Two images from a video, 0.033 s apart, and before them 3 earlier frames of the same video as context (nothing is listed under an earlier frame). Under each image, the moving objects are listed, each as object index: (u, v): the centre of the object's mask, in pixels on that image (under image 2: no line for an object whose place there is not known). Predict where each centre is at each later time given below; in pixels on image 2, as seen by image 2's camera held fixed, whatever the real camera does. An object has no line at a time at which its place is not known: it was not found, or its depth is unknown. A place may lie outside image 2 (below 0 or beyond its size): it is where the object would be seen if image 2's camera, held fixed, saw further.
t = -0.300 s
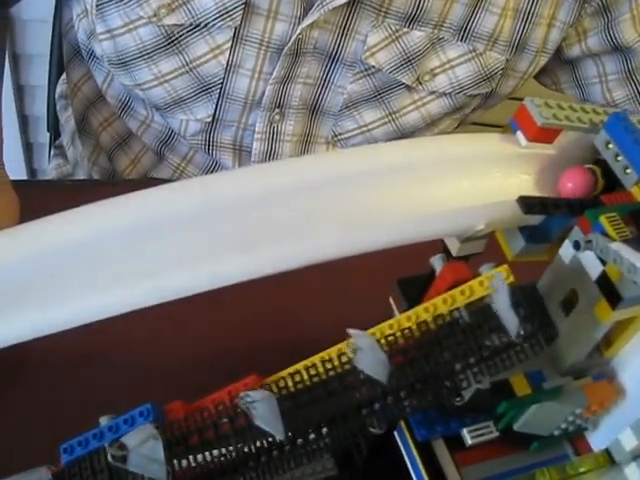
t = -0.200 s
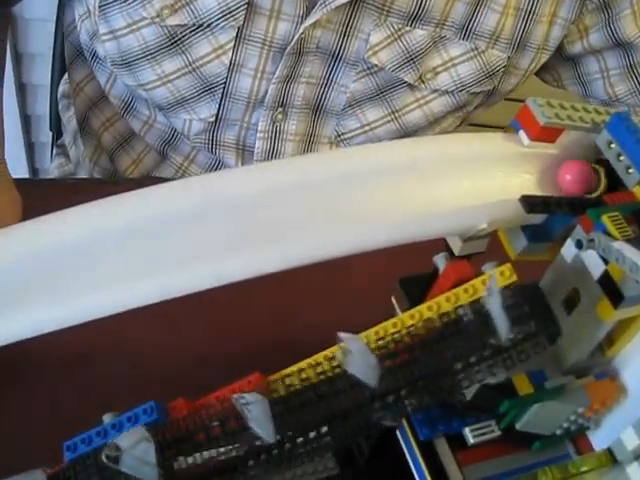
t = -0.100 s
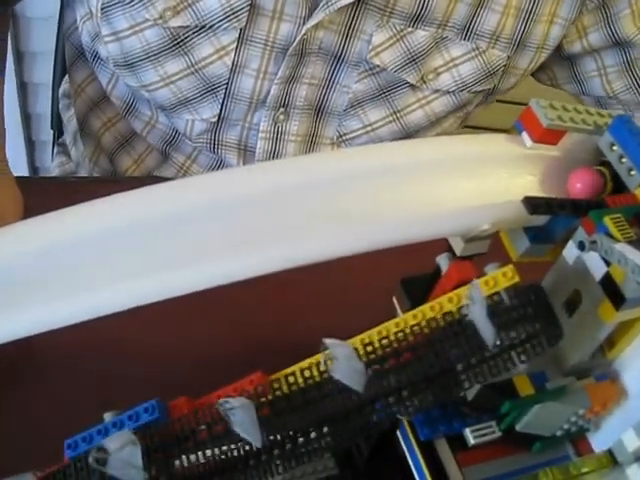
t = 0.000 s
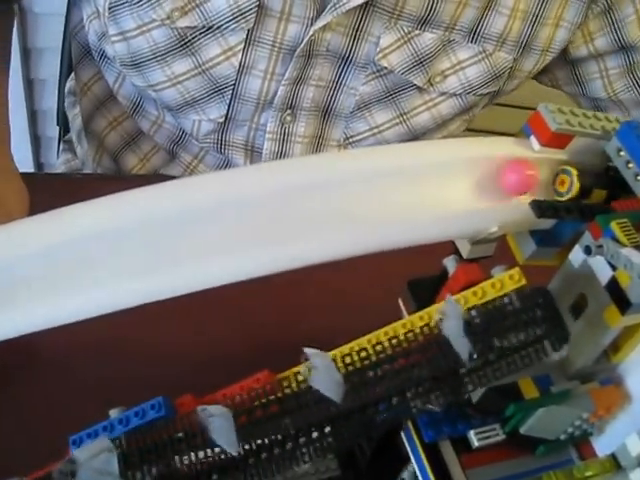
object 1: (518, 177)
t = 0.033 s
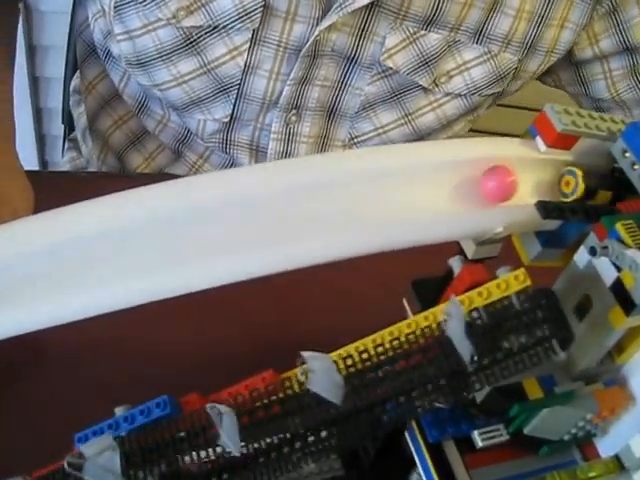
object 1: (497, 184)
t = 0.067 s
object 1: (474, 190)
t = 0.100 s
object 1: (448, 194)
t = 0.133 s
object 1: (416, 196)
